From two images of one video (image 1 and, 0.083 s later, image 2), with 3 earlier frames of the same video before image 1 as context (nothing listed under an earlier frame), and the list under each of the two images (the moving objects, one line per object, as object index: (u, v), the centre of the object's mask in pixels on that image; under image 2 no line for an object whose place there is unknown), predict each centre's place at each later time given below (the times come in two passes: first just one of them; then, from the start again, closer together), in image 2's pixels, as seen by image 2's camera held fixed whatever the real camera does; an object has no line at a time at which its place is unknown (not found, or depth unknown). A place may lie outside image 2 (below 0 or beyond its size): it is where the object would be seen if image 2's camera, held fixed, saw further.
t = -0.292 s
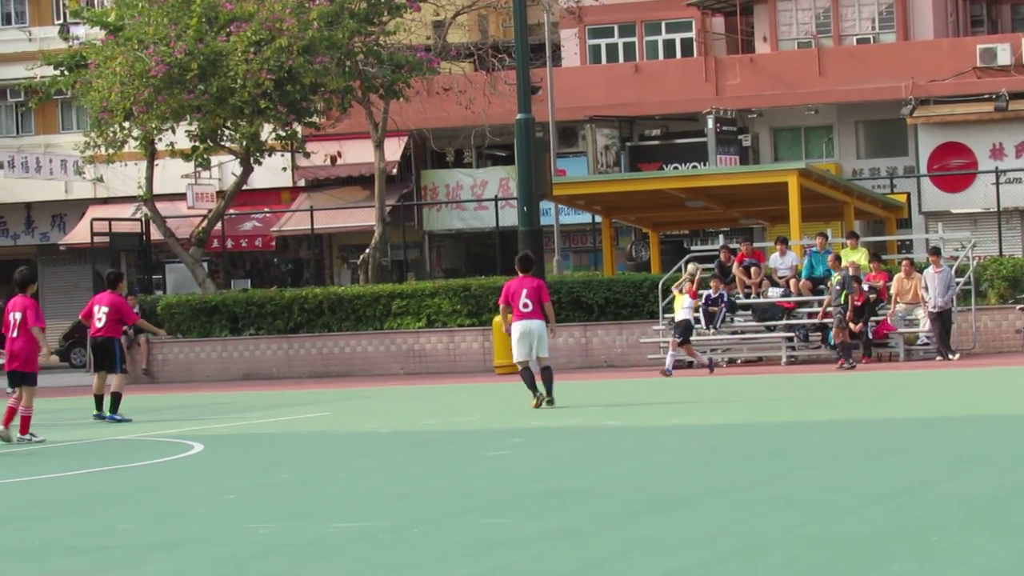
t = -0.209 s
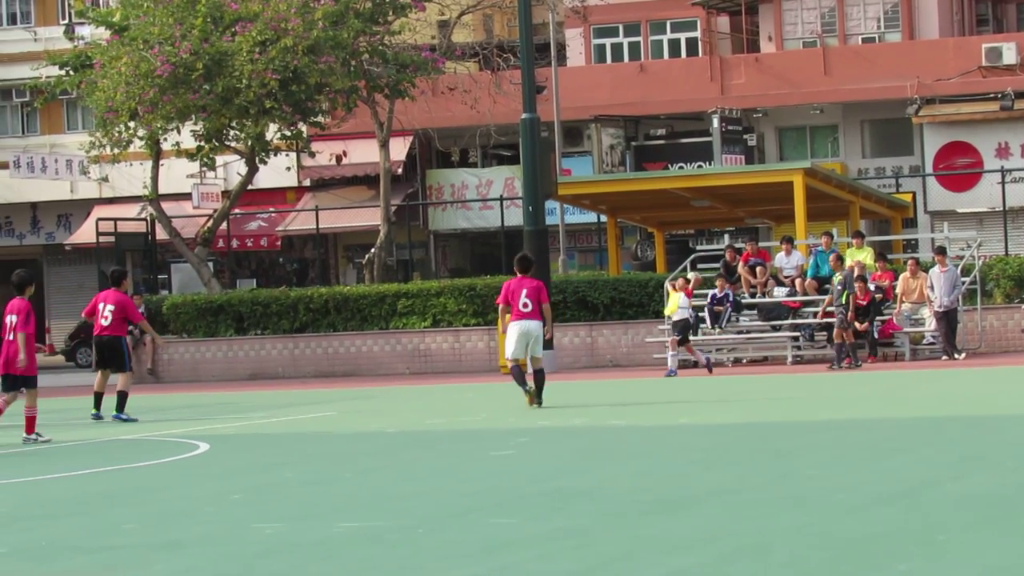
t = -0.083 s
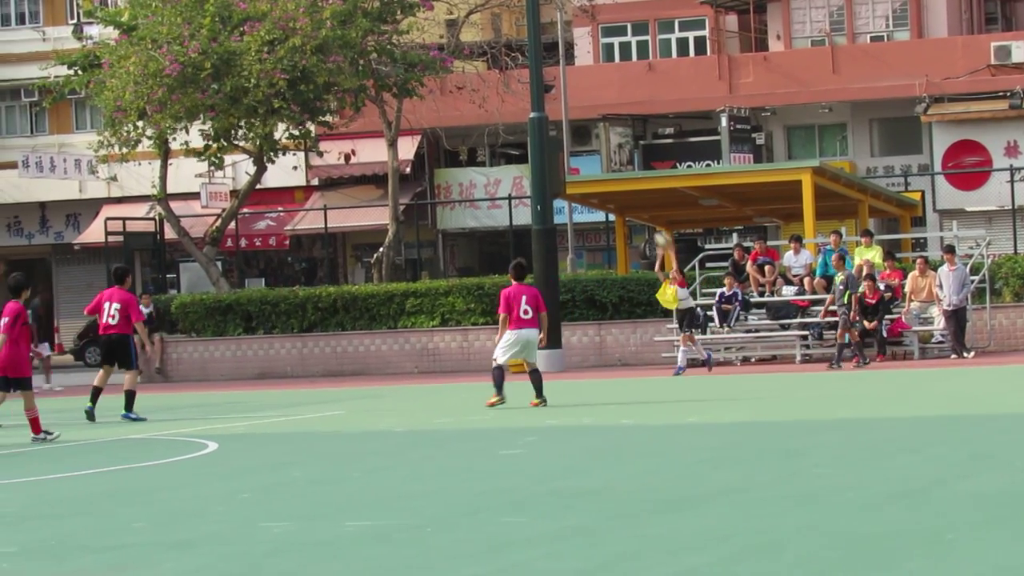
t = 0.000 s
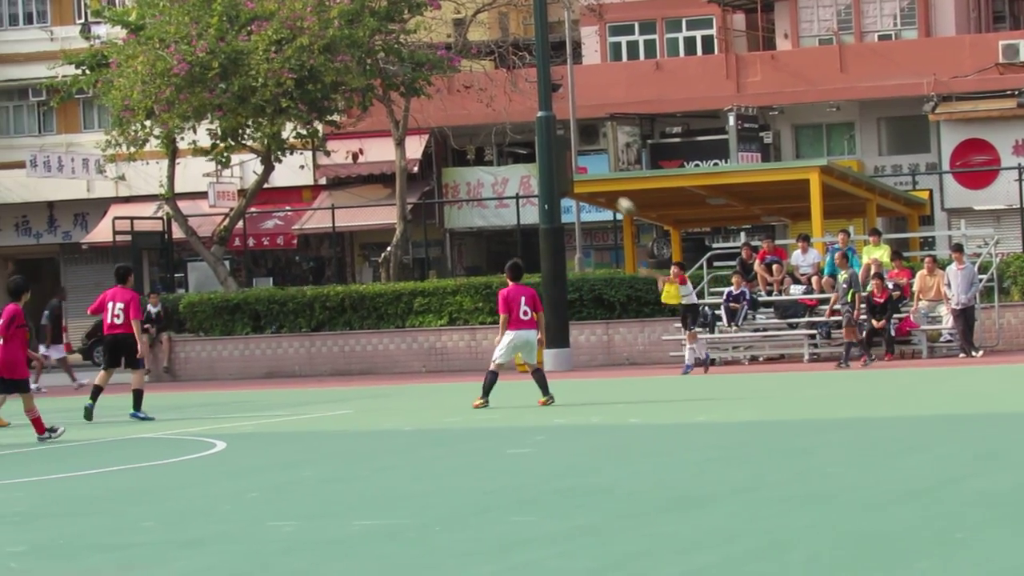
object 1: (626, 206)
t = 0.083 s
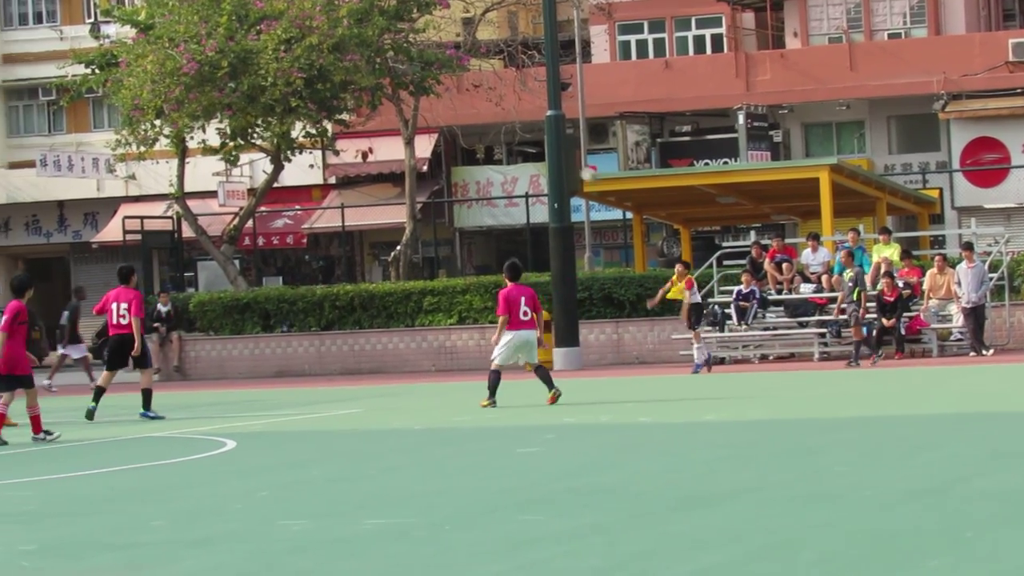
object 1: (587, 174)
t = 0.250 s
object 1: (497, 130)
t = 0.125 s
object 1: (566, 162)
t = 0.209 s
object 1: (520, 140)
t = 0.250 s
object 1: (497, 130)
